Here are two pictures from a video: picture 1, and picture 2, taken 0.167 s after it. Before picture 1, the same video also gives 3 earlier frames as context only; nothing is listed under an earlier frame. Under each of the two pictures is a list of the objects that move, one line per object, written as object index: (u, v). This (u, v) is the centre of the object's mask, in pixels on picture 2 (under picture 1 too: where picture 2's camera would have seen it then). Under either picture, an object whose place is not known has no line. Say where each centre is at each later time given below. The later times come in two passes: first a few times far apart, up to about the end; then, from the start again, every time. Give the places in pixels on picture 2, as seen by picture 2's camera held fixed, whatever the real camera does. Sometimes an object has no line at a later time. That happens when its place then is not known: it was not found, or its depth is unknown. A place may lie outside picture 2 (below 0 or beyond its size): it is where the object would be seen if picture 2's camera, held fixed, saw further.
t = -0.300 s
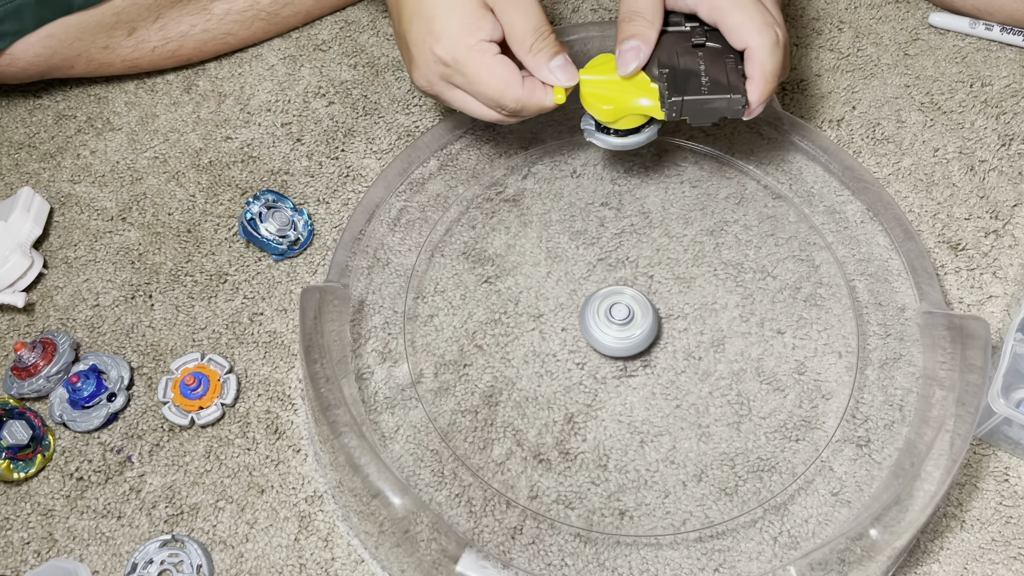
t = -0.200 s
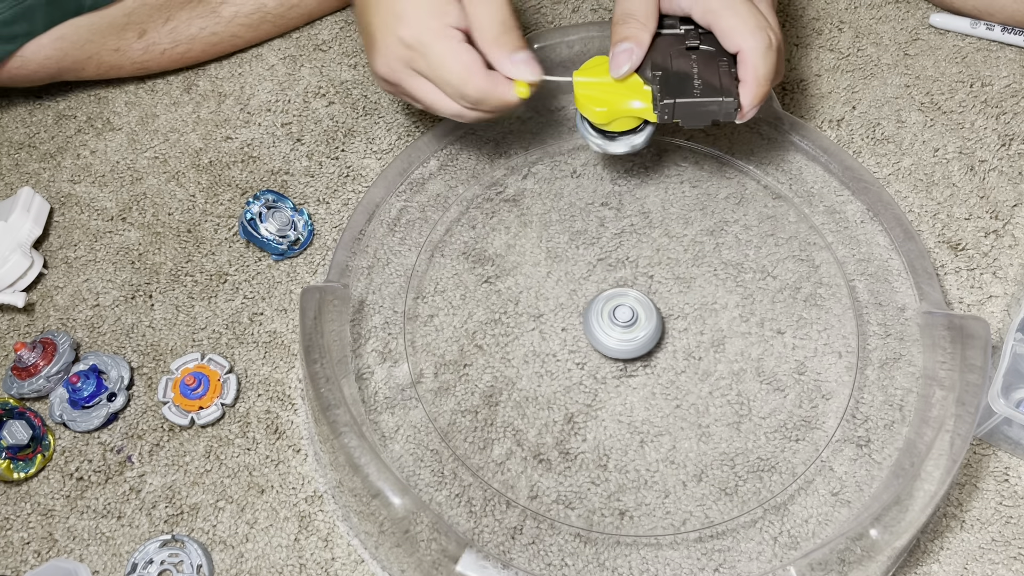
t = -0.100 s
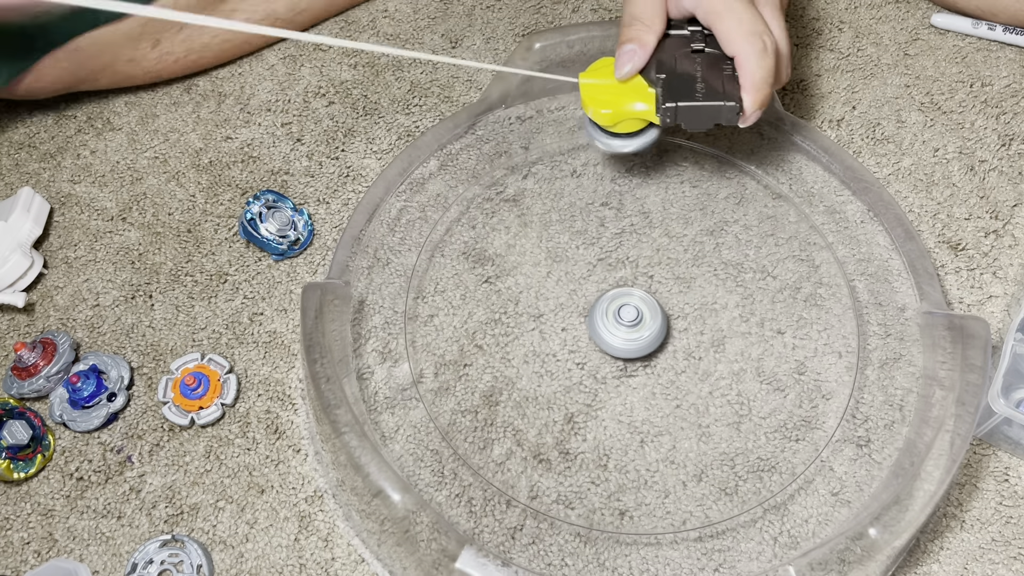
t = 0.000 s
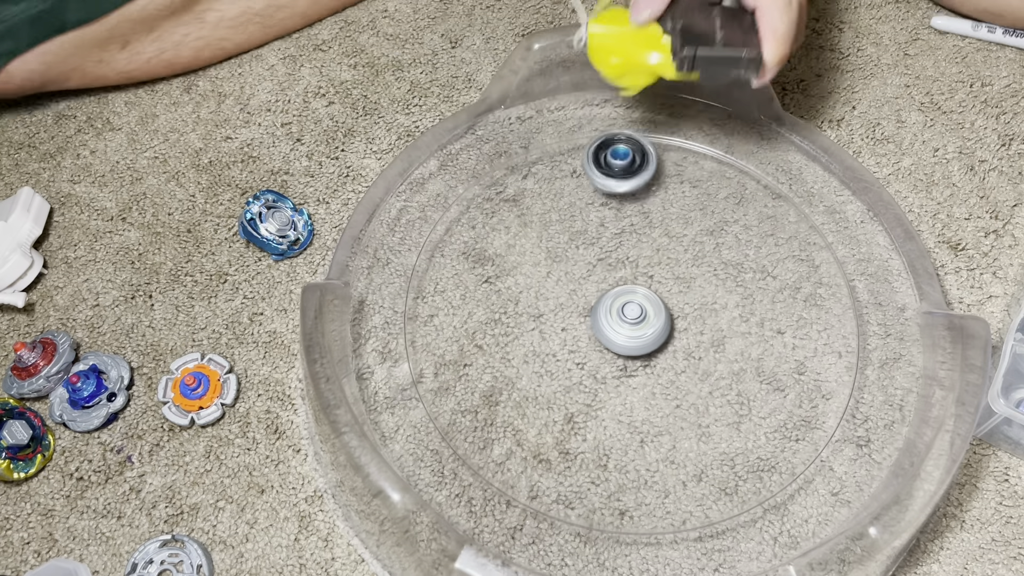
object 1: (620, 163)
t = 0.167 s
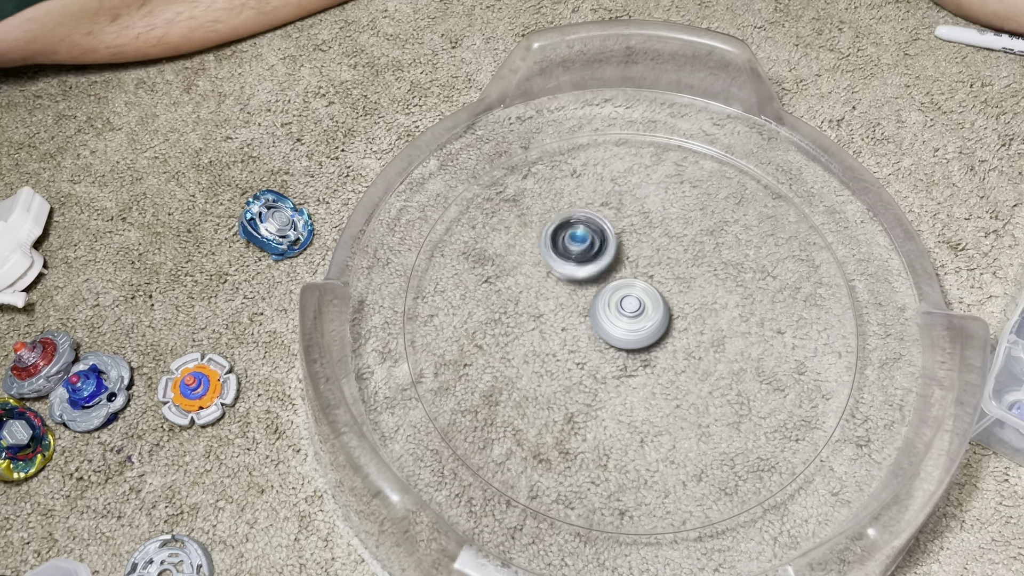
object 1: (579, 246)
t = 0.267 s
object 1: (529, 336)
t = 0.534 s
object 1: (758, 489)
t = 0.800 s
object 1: (705, 135)
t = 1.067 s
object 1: (430, 398)
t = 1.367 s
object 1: (852, 273)
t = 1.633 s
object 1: (457, 189)
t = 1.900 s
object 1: (708, 513)
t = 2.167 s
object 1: (740, 149)
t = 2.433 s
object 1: (412, 346)
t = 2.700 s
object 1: (839, 419)
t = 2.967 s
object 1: (594, 125)
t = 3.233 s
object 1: (480, 460)
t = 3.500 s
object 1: (861, 306)
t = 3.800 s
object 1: (456, 191)
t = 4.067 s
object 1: (646, 522)
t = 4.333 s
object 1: (791, 185)
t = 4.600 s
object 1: (422, 238)
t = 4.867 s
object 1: (716, 511)
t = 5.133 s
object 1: (754, 158)
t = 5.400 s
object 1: (412, 261)
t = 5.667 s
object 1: (744, 500)
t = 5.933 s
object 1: (747, 154)
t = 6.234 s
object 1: (405, 310)
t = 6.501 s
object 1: (788, 474)
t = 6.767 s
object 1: (725, 143)
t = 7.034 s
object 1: (409, 280)
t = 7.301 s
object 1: (773, 170)
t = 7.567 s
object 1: (660, 520)
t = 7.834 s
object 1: (483, 166)
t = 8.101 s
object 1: (863, 326)
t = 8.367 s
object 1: (429, 398)
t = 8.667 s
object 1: (625, 123)
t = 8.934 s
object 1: (761, 493)
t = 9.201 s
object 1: (474, 179)
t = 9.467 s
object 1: (859, 356)
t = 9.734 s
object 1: (405, 302)
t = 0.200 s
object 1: (562, 271)
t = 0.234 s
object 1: (543, 302)
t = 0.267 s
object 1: (529, 336)
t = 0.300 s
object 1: (523, 374)
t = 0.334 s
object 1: (527, 413)
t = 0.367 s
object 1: (543, 451)
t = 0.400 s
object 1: (570, 487)
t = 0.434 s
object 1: (607, 517)
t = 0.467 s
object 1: (657, 519)
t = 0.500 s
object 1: (708, 512)
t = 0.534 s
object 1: (758, 489)
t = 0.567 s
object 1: (806, 453)
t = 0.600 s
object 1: (842, 406)
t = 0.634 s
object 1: (859, 352)
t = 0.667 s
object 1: (858, 295)
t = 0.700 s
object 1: (838, 243)
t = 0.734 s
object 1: (804, 197)
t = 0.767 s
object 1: (759, 160)
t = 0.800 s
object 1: (705, 135)
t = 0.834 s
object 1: (644, 122)
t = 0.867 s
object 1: (583, 125)
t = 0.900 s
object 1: (524, 140)
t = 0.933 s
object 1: (475, 171)
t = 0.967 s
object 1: (435, 215)
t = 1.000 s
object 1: (412, 270)
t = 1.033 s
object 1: (409, 334)
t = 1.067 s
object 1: (430, 398)
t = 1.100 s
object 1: (476, 455)
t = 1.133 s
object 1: (543, 498)
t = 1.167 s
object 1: (622, 517)
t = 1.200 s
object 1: (700, 513)
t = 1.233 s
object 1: (768, 486)
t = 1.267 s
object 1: (819, 444)
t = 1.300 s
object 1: (851, 391)
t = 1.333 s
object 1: (862, 331)
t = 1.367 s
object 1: (852, 273)
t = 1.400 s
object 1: (827, 222)
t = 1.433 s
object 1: (786, 179)
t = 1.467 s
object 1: (736, 147)
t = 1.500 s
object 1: (677, 128)
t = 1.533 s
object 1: (618, 122)
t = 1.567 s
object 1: (557, 130)
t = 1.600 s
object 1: (502, 153)
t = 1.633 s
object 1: (457, 189)
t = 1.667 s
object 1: (423, 238)
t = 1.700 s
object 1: (408, 296)
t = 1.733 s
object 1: (414, 359)
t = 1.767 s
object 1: (444, 419)
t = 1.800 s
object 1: (493, 470)
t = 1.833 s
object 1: (560, 505)
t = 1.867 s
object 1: (634, 519)
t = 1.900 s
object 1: (708, 513)
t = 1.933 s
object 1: (771, 486)
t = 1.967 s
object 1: (822, 443)
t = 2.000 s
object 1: (852, 389)
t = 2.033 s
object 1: (863, 333)
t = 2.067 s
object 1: (854, 276)
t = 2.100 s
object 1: (828, 224)
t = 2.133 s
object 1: (789, 181)
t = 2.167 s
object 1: (740, 149)
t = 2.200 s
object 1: (681, 128)
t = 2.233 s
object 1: (620, 122)
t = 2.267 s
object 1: (560, 130)
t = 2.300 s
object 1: (507, 151)
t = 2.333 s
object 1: (461, 185)
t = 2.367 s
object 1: (427, 231)
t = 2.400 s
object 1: (409, 285)
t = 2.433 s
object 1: (412, 346)
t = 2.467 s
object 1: (434, 403)
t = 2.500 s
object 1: (475, 455)
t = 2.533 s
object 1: (533, 494)
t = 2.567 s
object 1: (603, 516)
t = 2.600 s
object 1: (675, 519)
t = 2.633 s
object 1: (744, 502)
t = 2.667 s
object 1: (799, 466)
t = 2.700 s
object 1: (839, 419)
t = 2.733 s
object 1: (860, 363)
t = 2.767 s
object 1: (861, 307)
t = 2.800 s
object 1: (844, 251)
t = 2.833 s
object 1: (811, 203)
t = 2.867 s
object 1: (766, 165)
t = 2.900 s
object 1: (713, 138)
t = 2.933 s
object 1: (654, 124)
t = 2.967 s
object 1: (594, 125)
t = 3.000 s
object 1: (537, 138)
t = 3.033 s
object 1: (489, 163)
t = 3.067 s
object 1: (448, 200)
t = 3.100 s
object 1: (420, 246)
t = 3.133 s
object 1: (408, 300)
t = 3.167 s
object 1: (414, 357)
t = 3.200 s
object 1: (438, 412)
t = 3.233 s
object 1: (480, 460)
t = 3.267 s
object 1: (538, 497)
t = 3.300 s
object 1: (606, 518)
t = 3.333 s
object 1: (679, 520)
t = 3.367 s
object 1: (744, 501)
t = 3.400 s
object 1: (801, 466)
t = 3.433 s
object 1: (839, 419)
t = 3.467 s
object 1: (860, 362)
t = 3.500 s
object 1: (861, 306)
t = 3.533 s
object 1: (843, 251)
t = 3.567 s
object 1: (811, 203)
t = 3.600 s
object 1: (765, 165)
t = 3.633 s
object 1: (714, 139)
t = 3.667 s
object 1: (656, 126)
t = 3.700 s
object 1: (599, 124)
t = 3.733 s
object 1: (544, 136)
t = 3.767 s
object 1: (496, 158)
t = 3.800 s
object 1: (456, 191)
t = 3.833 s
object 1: (425, 234)
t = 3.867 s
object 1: (409, 283)
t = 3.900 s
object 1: (409, 337)
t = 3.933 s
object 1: (426, 393)
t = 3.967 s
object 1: (461, 443)
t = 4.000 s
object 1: (512, 484)
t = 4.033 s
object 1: (575, 512)
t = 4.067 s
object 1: (646, 522)
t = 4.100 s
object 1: (716, 512)
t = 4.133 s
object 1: (777, 484)
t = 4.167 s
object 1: (824, 441)
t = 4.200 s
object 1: (852, 388)
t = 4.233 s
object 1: (862, 332)
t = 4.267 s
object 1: (853, 277)
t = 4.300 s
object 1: (828, 226)
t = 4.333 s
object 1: (791, 185)
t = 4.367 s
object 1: (745, 153)
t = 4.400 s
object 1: (691, 133)
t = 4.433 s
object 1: (636, 124)
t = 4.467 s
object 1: (582, 127)
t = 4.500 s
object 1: (532, 139)
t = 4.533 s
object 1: (488, 163)
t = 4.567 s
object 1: (450, 197)
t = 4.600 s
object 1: (422, 238)
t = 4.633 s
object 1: (408, 287)
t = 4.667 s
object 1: (408, 341)
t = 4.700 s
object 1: (426, 394)
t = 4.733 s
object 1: (461, 443)
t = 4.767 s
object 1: (512, 485)
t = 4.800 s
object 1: (575, 512)
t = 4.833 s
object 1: (646, 521)
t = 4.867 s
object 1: (716, 511)
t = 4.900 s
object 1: (776, 483)
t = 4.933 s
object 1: (822, 443)
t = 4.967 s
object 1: (850, 392)
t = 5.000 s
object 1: (861, 336)
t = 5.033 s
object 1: (854, 281)
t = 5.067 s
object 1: (831, 232)
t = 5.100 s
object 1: (797, 190)
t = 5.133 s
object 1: (754, 158)
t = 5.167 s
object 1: (705, 137)
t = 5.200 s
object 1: (652, 125)
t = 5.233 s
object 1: (600, 124)
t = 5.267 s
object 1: (550, 133)
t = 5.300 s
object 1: (505, 152)
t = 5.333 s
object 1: (465, 180)
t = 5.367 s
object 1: (433, 217)
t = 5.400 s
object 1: (412, 261)
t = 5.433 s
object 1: (405, 313)
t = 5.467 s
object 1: (414, 367)
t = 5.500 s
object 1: (440, 419)
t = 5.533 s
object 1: (483, 464)
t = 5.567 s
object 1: (540, 499)
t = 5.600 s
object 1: (608, 518)
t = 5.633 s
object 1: (678, 518)
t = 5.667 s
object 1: (744, 500)
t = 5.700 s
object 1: (797, 466)
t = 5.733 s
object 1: (836, 420)
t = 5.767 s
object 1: (856, 369)
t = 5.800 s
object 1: (860, 316)
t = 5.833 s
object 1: (849, 266)
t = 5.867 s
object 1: (824, 221)
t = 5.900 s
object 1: (789, 183)
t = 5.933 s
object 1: (747, 154)
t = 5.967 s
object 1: (699, 134)
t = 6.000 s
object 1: (649, 124)
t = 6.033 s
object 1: (598, 124)
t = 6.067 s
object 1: (549, 133)
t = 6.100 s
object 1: (504, 151)
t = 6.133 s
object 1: (465, 179)
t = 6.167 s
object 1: (434, 216)
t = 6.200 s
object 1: (413, 260)
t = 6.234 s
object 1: (405, 310)
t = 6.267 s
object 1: (414, 364)
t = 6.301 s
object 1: (438, 415)
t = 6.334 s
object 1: (480, 461)
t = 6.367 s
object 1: (535, 496)
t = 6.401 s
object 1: (602, 516)
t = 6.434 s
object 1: (670, 519)
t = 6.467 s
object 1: (734, 503)
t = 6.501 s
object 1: (788, 474)
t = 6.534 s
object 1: (828, 432)
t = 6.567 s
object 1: (852, 384)
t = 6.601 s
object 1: (861, 333)
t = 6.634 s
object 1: (855, 284)
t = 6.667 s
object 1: (836, 238)
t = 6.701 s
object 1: (806, 199)
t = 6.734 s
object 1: (768, 166)
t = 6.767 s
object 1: (725, 143)
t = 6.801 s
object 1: (677, 128)
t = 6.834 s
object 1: (626, 122)
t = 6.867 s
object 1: (576, 126)
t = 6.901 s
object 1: (530, 139)
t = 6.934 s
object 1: (488, 162)
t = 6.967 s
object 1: (451, 194)
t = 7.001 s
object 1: (424, 234)
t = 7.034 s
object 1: (409, 280)
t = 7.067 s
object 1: (422, 383)
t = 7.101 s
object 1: (498, 473)
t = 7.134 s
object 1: (620, 518)
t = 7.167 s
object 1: (746, 499)
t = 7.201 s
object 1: (831, 428)
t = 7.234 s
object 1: (861, 333)
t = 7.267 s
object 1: (838, 242)
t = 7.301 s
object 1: (773, 170)
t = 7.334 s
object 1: (683, 129)
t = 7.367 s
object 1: (583, 125)
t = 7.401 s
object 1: (494, 158)
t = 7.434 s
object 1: (429, 226)
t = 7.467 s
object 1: (407, 321)
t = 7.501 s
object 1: (443, 419)
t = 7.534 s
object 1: (535, 496)
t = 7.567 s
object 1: (660, 520)
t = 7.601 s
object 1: (771, 486)
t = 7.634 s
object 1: (842, 410)
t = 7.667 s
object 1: (861, 316)
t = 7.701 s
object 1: (831, 228)
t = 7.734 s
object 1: (761, 162)
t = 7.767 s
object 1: (668, 126)
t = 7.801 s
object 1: (570, 129)
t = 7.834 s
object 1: (483, 166)
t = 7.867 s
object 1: (424, 235)
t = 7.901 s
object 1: (408, 329)
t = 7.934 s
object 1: (446, 423)
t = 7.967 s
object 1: (533, 494)
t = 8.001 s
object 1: (653, 521)
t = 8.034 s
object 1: (763, 491)
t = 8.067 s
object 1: (838, 419)
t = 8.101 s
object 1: (863, 326)
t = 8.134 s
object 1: (836, 236)
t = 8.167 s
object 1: (768, 166)
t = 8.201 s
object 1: (678, 129)
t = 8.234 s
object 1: (582, 126)
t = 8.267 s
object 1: (496, 157)
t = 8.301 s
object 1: (433, 219)
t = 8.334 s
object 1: (407, 304)
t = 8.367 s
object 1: (429, 398)
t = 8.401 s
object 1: (501, 475)
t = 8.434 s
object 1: (610, 518)
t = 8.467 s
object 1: (727, 508)
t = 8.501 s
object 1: (817, 448)
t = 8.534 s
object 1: (859, 360)
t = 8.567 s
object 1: (850, 268)
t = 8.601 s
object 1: (796, 190)
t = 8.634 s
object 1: (718, 141)
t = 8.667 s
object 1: (625, 123)
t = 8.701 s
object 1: (536, 137)
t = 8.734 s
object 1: (465, 182)
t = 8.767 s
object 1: (419, 253)
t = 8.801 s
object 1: (411, 341)
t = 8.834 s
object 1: (451, 429)
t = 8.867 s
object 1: (537, 497)
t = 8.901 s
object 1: (651, 521)
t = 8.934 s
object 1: (761, 493)
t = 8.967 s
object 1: (837, 421)
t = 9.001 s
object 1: (861, 330)
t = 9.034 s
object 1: (838, 243)
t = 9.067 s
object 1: (779, 174)
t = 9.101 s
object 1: (719, 141)
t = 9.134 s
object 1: (630, 123)
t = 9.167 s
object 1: (544, 138)
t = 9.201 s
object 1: (474, 179)
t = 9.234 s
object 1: (427, 245)
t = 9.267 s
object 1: (410, 327)
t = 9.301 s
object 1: (437, 412)
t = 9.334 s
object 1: (514, 486)
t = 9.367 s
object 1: (626, 520)
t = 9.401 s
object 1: (739, 503)
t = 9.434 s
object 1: (822, 441)
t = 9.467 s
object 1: (859, 356)
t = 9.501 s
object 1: (850, 270)
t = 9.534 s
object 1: (803, 196)
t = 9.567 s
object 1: (733, 148)
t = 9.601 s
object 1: (647, 127)
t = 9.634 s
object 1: (564, 133)
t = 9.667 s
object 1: (490, 168)
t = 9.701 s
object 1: (435, 223)
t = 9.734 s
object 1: (405, 302)
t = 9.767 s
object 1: (423, 389)
